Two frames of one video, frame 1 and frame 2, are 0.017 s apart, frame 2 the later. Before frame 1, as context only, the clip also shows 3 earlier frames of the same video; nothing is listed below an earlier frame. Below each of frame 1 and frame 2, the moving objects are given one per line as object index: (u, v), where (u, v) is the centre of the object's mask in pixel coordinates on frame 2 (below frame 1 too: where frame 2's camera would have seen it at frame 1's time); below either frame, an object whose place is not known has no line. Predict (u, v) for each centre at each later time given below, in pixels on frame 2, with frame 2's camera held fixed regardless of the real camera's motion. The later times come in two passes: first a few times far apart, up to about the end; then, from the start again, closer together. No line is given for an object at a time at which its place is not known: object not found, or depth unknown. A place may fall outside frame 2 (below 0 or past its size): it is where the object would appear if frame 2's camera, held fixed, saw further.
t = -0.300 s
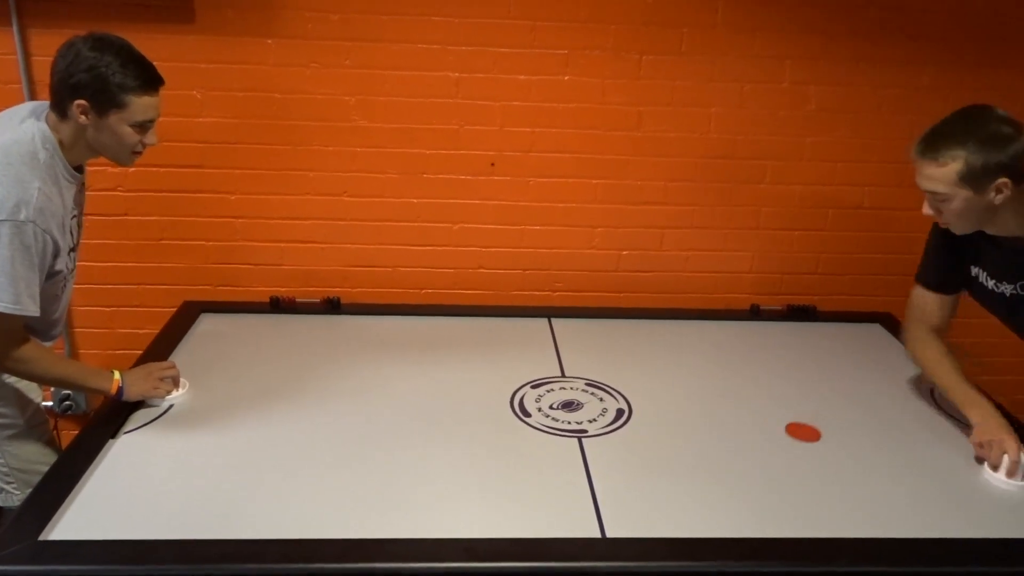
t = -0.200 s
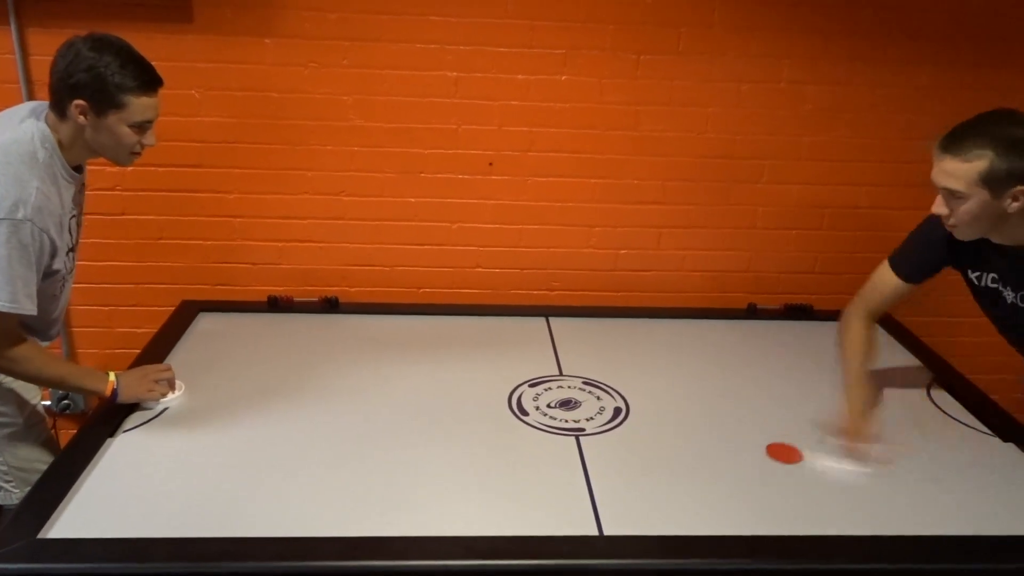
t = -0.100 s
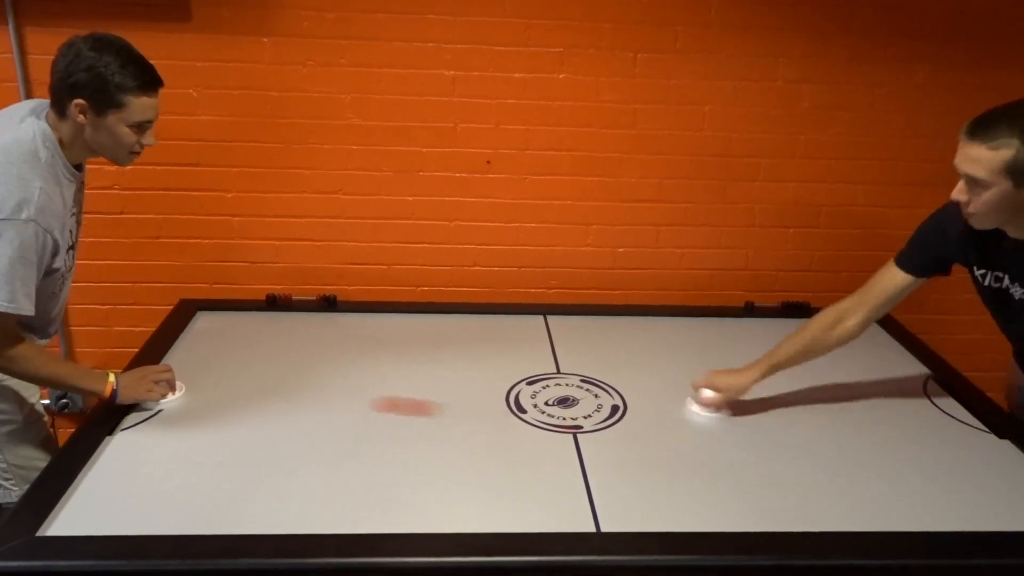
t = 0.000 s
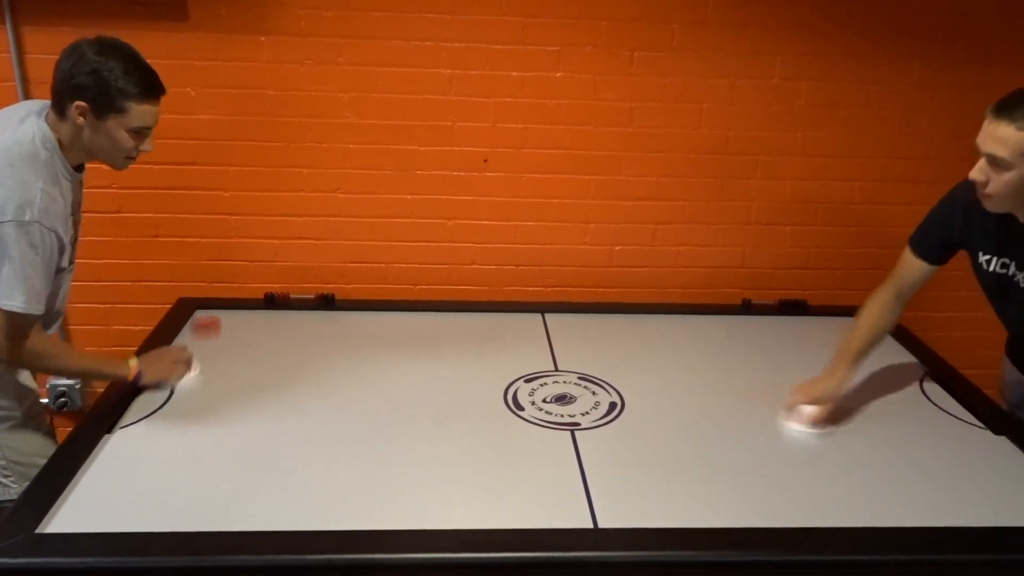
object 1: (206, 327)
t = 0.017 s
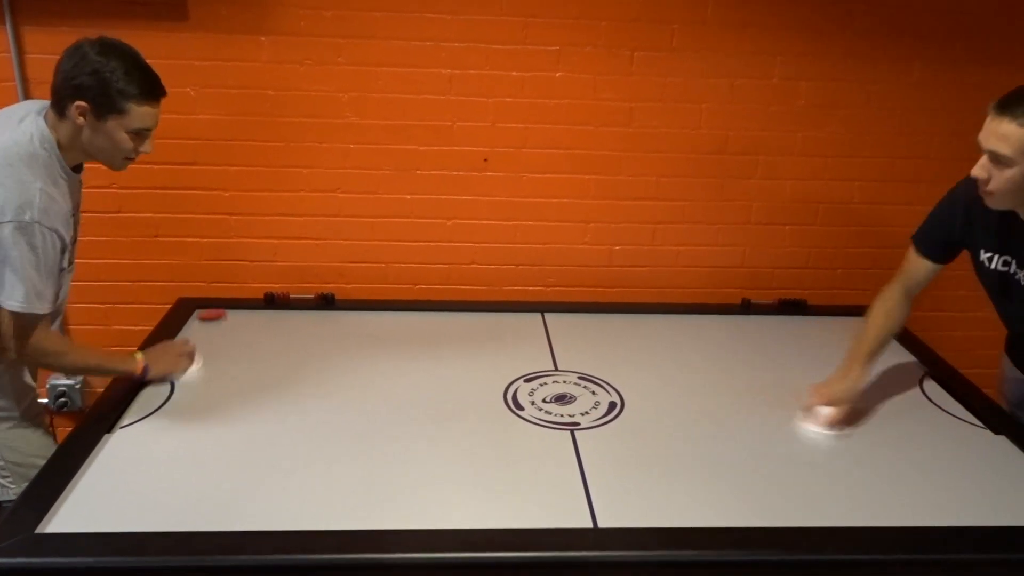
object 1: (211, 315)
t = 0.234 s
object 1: (314, 475)
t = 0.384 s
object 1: (399, 463)
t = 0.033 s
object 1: (218, 323)
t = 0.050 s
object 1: (224, 332)
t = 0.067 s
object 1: (230, 341)
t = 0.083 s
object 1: (237, 354)
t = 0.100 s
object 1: (245, 366)
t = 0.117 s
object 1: (253, 379)
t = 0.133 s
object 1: (261, 389)
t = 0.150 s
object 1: (270, 403)
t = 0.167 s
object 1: (278, 416)
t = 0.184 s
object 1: (286, 430)
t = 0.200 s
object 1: (295, 443)
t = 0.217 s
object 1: (305, 459)
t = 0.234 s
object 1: (314, 475)
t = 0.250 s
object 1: (324, 491)
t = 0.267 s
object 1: (335, 508)
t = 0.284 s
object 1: (347, 518)
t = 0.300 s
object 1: (357, 509)
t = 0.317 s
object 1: (367, 498)
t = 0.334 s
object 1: (376, 488)
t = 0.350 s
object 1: (384, 479)
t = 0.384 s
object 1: (399, 463)
